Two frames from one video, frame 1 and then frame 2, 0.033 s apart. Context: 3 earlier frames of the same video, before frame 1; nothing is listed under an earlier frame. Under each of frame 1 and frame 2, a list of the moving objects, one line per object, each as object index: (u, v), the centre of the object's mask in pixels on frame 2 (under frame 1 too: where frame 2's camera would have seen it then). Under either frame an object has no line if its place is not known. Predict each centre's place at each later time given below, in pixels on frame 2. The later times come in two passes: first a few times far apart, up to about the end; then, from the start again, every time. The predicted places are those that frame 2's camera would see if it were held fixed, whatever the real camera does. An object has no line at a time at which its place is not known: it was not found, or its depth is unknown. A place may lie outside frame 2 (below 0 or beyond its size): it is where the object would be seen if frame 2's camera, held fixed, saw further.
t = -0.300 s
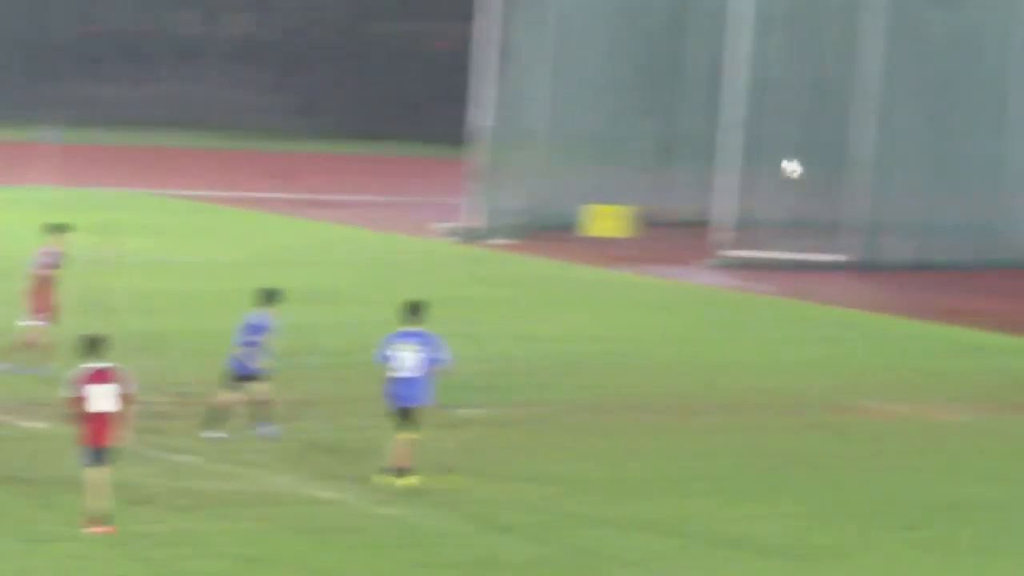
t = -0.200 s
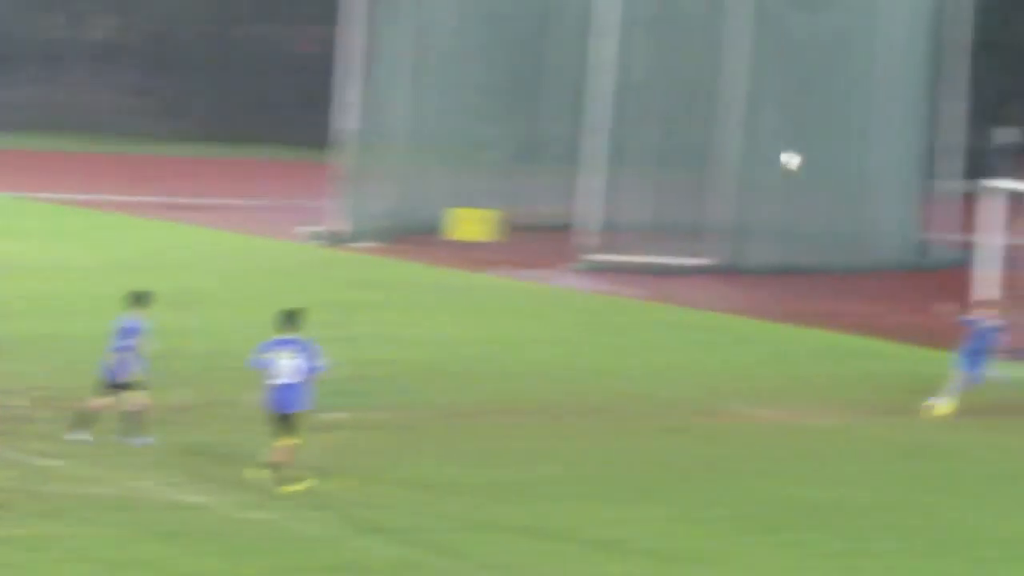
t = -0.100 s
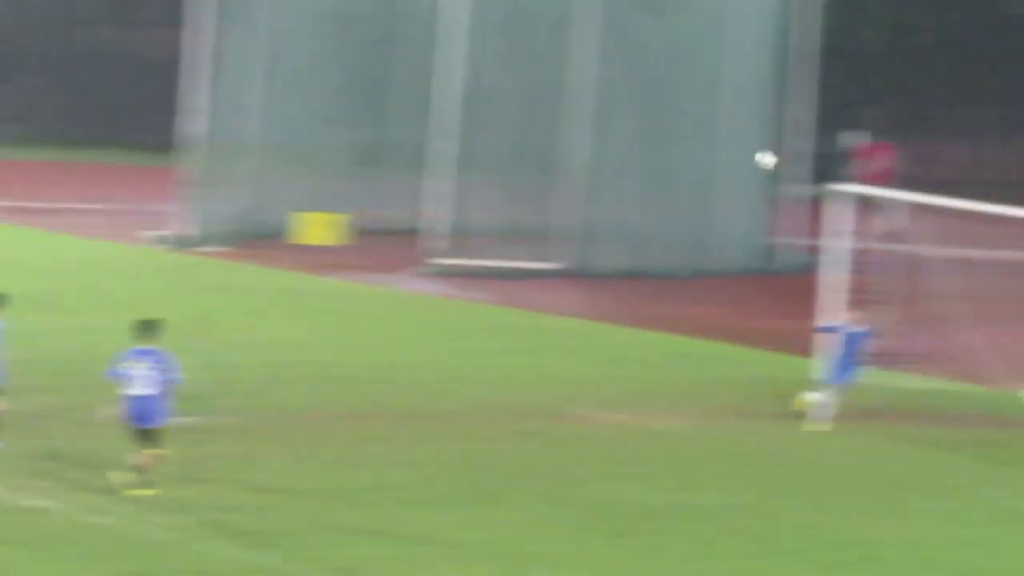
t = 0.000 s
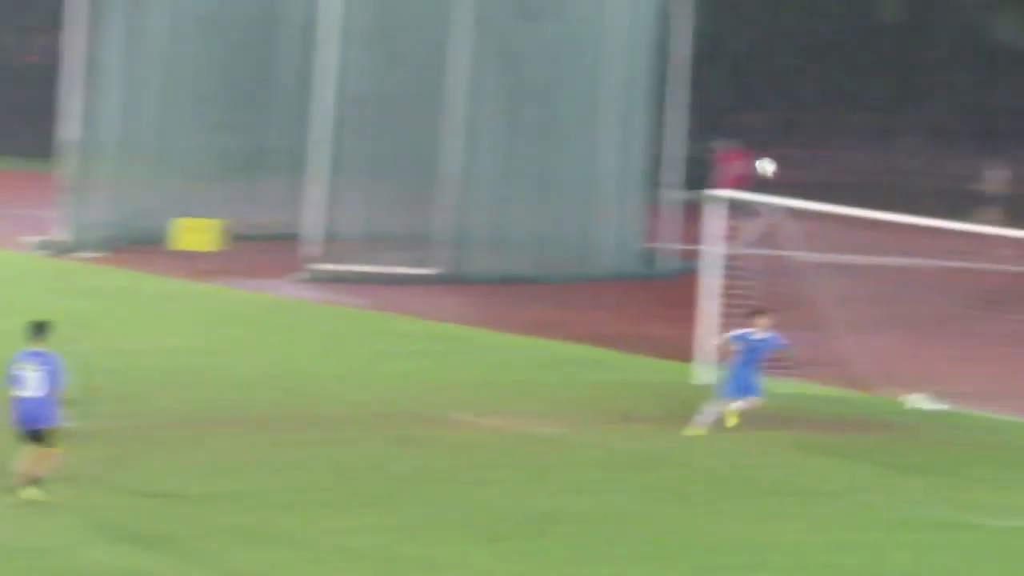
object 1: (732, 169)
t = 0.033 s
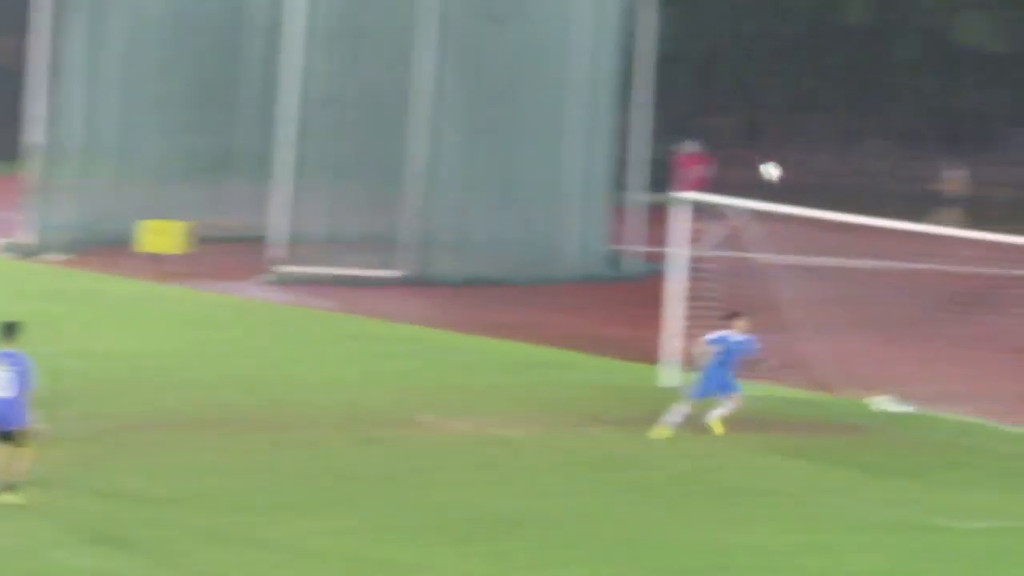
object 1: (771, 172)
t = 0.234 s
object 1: (1005, 198)
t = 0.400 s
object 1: (1198, 241)
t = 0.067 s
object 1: (810, 174)
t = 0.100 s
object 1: (849, 177)
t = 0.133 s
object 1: (888, 181)
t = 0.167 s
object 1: (927, 186)
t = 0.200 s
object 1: (966, 191)
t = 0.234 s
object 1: (1005, 198)
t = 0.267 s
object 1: (1044, 205)
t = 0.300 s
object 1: (1082, 212)
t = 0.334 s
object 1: (1120, 221)
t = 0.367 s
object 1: (1158, 230)
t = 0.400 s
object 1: (1198, 241)
